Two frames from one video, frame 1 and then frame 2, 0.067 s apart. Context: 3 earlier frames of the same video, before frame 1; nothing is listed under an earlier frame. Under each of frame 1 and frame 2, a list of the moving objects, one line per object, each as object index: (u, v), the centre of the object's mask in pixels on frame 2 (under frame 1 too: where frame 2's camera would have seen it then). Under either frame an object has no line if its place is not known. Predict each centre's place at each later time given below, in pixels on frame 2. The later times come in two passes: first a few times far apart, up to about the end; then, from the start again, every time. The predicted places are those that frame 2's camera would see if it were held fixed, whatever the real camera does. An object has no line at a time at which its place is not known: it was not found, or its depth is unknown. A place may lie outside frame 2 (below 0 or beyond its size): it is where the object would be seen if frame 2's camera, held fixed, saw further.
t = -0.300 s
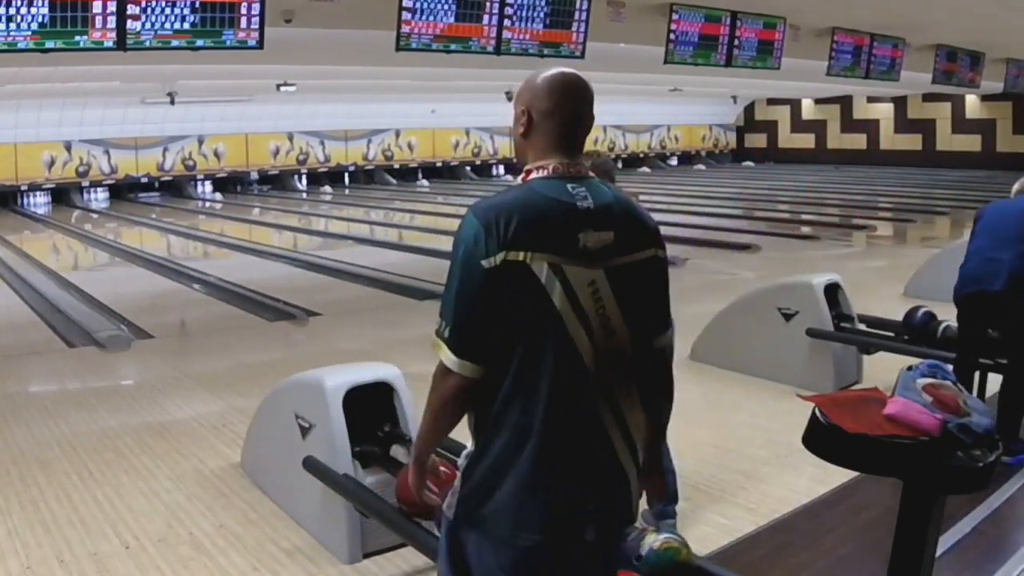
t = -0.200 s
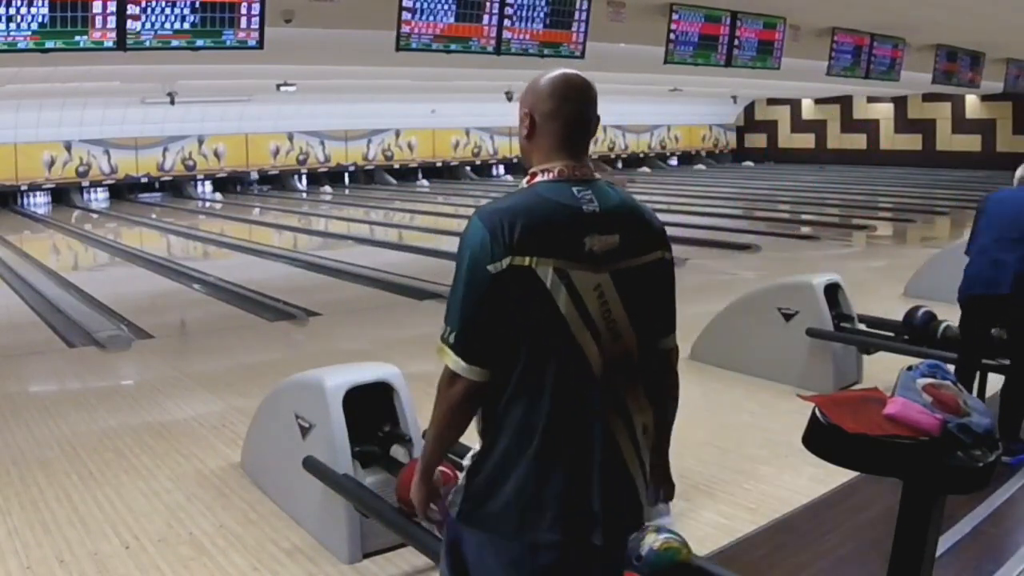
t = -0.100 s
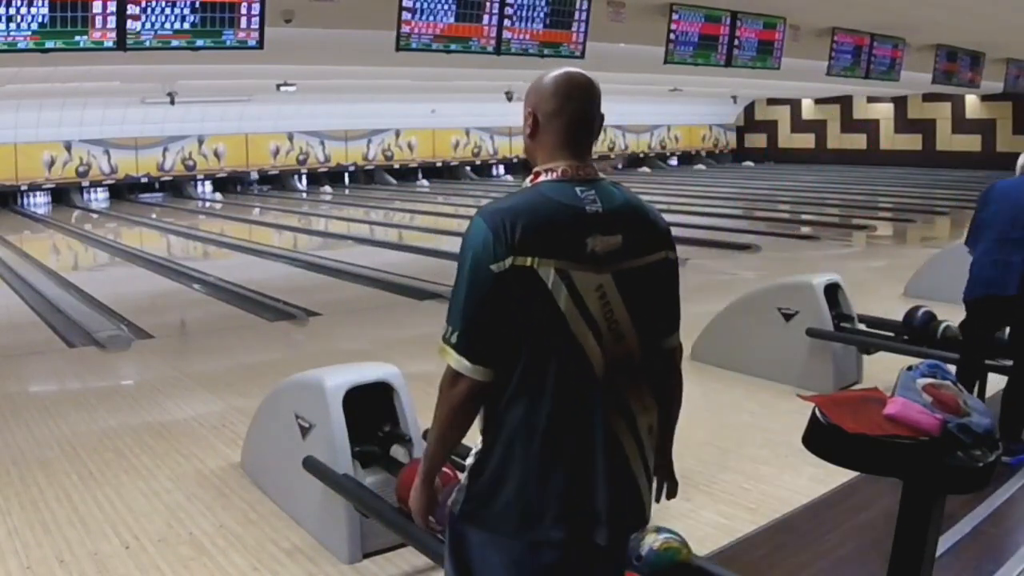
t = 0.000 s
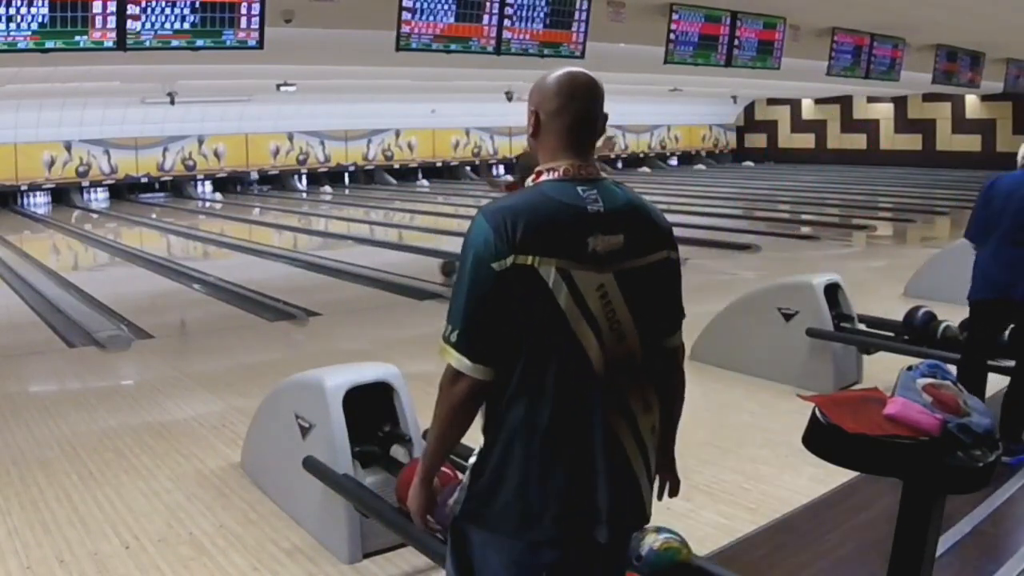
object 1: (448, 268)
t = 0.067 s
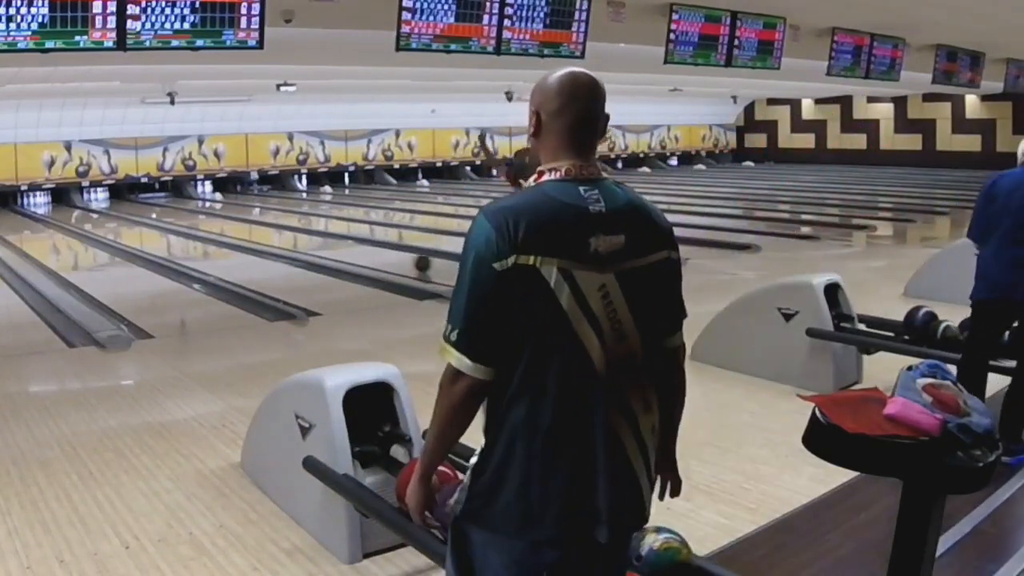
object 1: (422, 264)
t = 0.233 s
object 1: (365, 252)
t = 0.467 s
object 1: (302, 241)
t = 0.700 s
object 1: (254, 232)
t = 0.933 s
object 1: (215, 224)
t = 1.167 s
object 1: (184, 217)
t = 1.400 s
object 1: (157, 214)
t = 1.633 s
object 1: (137, 209)
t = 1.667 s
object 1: (134, 209)
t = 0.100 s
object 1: (409, 261)
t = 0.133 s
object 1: (398, 259)
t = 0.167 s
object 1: (386, 255)
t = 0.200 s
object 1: (376, 254)
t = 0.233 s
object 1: (365, 252)
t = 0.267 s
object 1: (355, 250)
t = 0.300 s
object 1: (346, 248)
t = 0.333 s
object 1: (337, 246)
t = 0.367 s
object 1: (327, 245)
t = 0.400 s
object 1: (319, 243)
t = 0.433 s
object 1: (310, 242)
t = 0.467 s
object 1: (302, 241)
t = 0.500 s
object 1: (294, 239)
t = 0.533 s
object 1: (287, 238)
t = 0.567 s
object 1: (280, 236)
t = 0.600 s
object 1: (273, 235)
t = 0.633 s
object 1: (266, 234)
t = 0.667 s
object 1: (259, 233)
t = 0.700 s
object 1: (254, 232)
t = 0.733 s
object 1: (247, 230)
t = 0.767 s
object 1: (242, 229)
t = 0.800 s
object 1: (236, 228)
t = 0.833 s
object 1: (230, 227)
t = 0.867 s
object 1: (225, 226)
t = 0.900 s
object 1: (220, 225)
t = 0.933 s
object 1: (215, 224)
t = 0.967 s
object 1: (210, 223)
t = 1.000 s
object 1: (205, 221)
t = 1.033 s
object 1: (201, 221)
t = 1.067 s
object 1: (197, 220)
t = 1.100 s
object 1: (192, 219)
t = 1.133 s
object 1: (188, 218)
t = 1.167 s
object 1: (184, 217)
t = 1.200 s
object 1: (179, 217)
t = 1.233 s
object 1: (176, 216)
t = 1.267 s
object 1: (172, 215)
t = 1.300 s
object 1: (168, 215)
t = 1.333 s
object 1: (164, 214)
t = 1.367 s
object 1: (159, 214)
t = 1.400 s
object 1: (157, 214)
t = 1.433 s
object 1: (154, 213)
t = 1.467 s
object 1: (152, 212)
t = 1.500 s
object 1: (151, 212)
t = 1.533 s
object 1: (147, 211)
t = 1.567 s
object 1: (142, 209)
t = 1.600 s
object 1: (140, 209)
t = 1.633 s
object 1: (137, 209)
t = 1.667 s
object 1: (134, 209)
